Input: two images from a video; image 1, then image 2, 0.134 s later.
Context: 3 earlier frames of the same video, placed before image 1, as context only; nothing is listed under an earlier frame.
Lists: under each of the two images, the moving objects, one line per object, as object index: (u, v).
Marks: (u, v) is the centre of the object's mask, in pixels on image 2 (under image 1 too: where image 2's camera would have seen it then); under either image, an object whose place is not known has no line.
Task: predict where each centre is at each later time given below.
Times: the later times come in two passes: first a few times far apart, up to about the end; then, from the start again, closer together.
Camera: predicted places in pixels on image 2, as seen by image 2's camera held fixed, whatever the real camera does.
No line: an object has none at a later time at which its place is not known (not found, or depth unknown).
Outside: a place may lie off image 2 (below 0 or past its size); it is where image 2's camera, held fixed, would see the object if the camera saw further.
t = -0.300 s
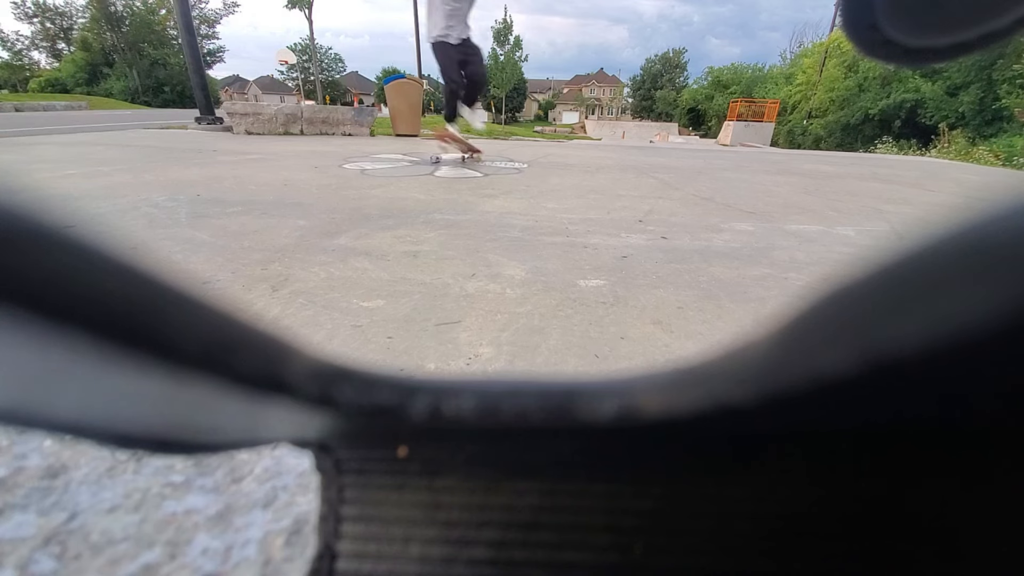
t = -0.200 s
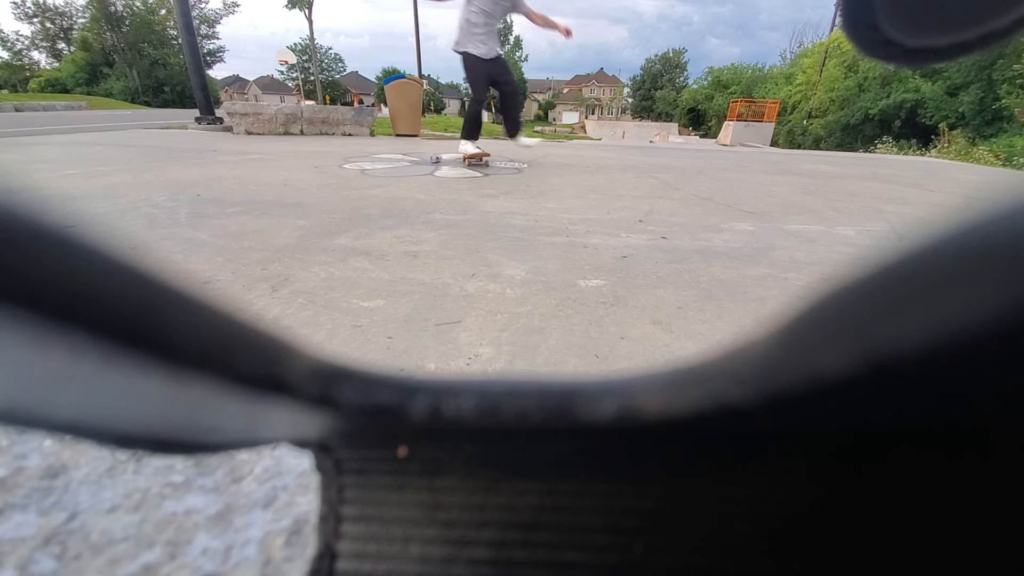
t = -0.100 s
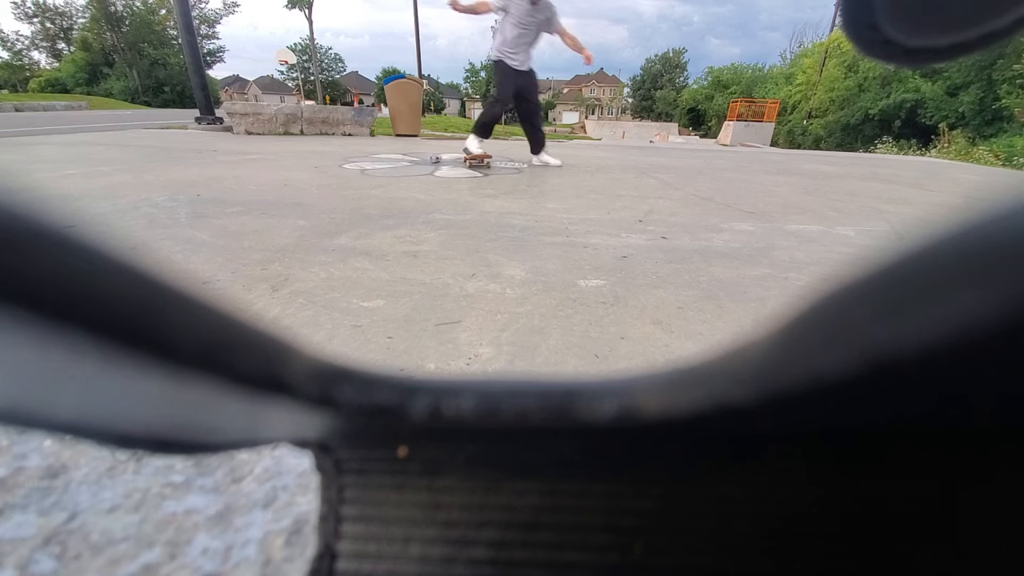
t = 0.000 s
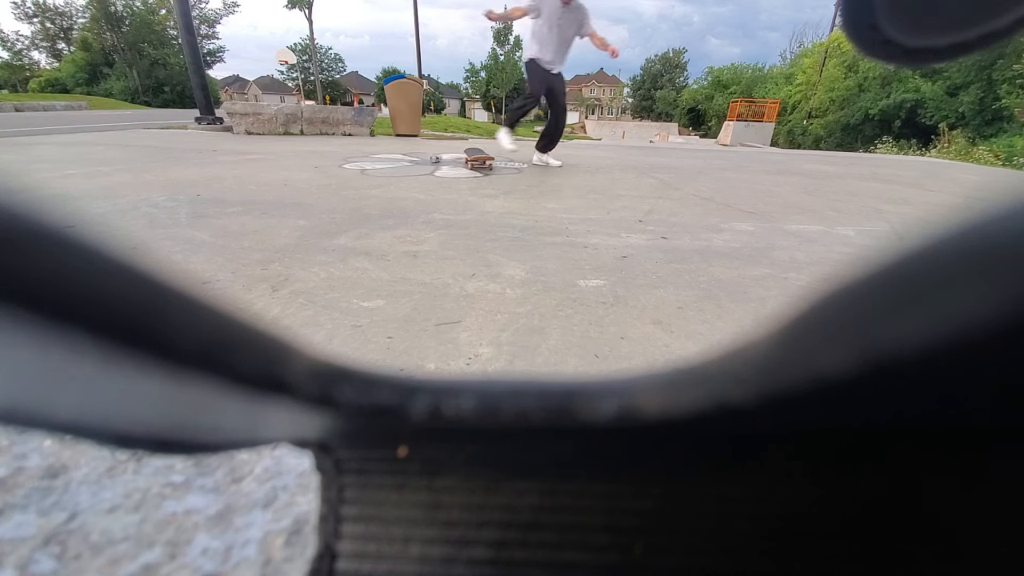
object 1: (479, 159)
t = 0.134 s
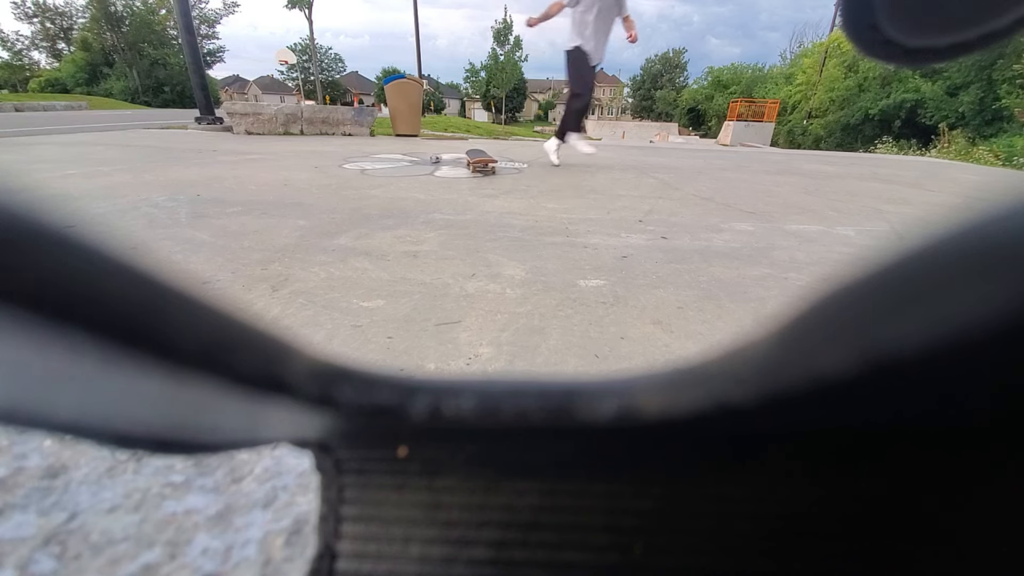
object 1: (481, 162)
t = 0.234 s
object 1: (482, 163)
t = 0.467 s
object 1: (486, 168)
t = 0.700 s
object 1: (491, 174)
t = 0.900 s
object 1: (495, 179)
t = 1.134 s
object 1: (501, 187)
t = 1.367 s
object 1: (508, 197)
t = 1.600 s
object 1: (515, 209)
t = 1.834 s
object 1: (524, 225)
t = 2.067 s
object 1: (537, 247)
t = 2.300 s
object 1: (554, 278)
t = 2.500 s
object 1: (575, 316)
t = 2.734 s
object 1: (581, 326)
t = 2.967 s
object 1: (587, 337)
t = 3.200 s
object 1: (584, 331)
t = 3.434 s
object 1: (582, 326)
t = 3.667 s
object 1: (580, 323)
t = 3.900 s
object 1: (579, 321)
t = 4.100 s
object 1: (578, 319)
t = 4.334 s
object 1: (577, 318)
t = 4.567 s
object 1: (576, 317)
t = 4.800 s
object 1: (576, 316)
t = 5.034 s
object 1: (576, 316)
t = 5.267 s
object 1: (576, 317)
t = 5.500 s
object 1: (576, 317)
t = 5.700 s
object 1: (576, 317)
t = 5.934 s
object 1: (576, 317)
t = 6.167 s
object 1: (576, 317)
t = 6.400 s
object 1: (576, 317)
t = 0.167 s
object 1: (481, 162)
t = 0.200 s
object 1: (482, 163)
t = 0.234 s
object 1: (482, 163)
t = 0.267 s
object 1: (483, 164)
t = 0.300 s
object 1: (484, 164)
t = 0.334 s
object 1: (484, 165)
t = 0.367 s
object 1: (485, 166)
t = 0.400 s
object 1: (485, 166)
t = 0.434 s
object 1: (485, 167)
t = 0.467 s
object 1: (486, 168)
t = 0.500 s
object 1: (487, 169)
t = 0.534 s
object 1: (488, 170)
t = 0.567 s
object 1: (488, 171)
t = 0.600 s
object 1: (489, 171)
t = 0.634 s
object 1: (489, 172)
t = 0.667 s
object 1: (490, 173)
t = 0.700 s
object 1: (491, 174)
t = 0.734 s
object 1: (491, 175)
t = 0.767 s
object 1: (492, 176)
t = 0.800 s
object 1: (493, 176)
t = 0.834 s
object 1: (493, 178)
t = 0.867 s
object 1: (494, 178)
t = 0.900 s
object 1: (495, 179)
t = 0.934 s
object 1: (496, 181)
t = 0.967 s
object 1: (497, 182)
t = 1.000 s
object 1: (497, 183)
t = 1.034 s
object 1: (498, 184)
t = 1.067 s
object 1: (499, 185)
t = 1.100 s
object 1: (500, 186)
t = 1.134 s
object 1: (501, 187)
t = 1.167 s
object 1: (502, 189)
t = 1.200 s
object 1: (503, 190)
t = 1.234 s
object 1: (503, 191)
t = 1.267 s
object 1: (504, 192)
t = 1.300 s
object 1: (505, 194)
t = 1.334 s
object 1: (506, 195)
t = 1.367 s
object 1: (508, 197)
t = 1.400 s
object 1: (509, 198)
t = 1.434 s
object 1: (509, 200)
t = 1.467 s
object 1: (510, 202)
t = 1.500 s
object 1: (512, 203)
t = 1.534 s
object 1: (513, 205)
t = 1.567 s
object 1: (514, 207)
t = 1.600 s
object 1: (515, 209)
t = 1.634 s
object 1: (516, 211)
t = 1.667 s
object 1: (518, 213)
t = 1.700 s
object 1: (519, 216)
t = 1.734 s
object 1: (520, 218)
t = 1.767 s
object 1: (521, 220)
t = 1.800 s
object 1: (523, 223)
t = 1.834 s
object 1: (524, 225)
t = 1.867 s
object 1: (526, 228)
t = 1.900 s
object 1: (527, 231)
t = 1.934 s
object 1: (529, 234)
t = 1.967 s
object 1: (531, 237)
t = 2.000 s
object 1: (533, 240)
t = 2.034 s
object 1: (535, 243)
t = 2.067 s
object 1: (537, 247)
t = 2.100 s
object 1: (539, 250)
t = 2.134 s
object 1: (541, 254)
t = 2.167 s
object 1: (543, 258)
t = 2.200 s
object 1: (546, 262)
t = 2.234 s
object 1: (548, 267)
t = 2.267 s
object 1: (551, 273)
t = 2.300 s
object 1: (554, 278)
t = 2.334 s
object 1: (558, 284)
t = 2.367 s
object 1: (561, 291)
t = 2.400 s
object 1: (566, 299)
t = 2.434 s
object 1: (570, 307)
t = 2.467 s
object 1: (574, 314)
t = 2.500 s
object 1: (575, 316)
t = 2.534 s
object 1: (575, 317)
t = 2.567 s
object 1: (576, 318)
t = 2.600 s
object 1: (578, 320)
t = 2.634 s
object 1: (579, 321)
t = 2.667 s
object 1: (580, 323)
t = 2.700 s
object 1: (581, 325)
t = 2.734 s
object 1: (581, 326)
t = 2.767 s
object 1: (583, 329)
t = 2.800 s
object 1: (584, 332)
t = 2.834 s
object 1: (586, 334)
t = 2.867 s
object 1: (586, 336)
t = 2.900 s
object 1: (588, 337)
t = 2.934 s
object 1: (588, 338)
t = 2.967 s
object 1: (587, 337)
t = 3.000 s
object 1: (587, 336)
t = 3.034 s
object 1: (587, 335)
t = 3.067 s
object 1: (586, 334)
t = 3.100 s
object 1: (585, 333)
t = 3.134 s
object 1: (585, 332)
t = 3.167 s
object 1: (585, 332)
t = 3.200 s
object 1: (584, 331)
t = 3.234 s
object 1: (584, 330)
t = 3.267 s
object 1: (584, 329)
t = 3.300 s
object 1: (583, 329)
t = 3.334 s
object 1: (583, 328)
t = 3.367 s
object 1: (583, 328)
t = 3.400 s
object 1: (582, 327)
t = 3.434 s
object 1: (582, 326)
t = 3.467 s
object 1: (582, 326)
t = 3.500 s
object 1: (581, 325)
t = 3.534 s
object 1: (581, 325)
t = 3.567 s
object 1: (581, 325)
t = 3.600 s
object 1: (581, 324)
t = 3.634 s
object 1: (581, 324)
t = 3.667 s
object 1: (580, 323)
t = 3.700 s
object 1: (580, 323)
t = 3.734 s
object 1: (580, 322)
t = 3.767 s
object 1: (580, 322)
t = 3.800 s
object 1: (579, 322)
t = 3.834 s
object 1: (580, 322)
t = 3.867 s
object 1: (579, 321)
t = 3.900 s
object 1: (579, 321)
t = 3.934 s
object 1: (579, 321)
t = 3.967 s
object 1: (579, 320)
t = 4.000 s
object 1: (578, 320)
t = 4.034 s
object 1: (578, 320)
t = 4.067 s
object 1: (578, 319)
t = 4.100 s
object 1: (578, 319)
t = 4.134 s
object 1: (578, 319)
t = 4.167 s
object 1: (578, 319)
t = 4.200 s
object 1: (577, 319)
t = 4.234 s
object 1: (577, 318)
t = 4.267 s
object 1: (577, 318)
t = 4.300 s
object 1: (577, 318)
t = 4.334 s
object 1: (577, 318)
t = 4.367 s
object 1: (577, 318)
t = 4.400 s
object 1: (577, 317)
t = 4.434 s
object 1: (577, 317)
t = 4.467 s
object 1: (577, 317)
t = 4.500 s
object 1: (577, 317)
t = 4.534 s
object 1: (576, 317)
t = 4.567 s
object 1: (576, 317)
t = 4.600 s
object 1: (576, 317)
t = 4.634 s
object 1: (576, 317)
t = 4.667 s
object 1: (576, 317)
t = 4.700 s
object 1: (576, 317)
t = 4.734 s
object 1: (576, 317)
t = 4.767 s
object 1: (576, 317)
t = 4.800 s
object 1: (576, 316)
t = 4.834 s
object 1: (576, 316)
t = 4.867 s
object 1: (576, 316)
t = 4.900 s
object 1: (576, 316)
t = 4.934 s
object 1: (576, 316)
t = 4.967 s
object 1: (576, 316)
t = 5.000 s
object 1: (576, 316)
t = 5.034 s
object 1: (576, 316)
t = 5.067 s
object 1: (576, 316)
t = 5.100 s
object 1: (576, 316)
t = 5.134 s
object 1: (576, 317)
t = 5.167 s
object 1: (576, 317)
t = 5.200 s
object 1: (576, 317)
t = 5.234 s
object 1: (576, 317)
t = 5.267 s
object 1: (576, 317)
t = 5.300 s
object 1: (576, 317)
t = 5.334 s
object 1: (576, 317)
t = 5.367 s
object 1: (576, 317)
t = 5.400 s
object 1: (576, 317)
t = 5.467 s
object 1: (576, 317)
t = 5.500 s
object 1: (576, 317)
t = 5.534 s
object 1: (576, 317)
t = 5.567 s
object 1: (576, 317)
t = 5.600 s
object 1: (576, 317)
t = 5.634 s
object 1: (576, 317)
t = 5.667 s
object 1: (576, 317)
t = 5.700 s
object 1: (576, 317)
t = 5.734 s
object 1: (576, 316)
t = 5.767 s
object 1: (576, 317)
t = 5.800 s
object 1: (576, 317)
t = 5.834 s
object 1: (576, 317)
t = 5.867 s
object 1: (576, 317)
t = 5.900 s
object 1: (576, 317)
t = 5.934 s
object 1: (576, 317)
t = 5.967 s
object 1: (576, 317)
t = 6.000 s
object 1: (576, 317)
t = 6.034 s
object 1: (576, 317)
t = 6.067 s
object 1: (576, 317)
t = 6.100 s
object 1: (576, 317)
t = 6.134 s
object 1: (576, 317)
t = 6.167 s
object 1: (576, 317)
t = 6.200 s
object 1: (576, 317)
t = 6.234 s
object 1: (576, 317)
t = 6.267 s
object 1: (576, 317)
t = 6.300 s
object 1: (576, 317)
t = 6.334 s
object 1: (576, 316)
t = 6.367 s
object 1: (576, 316)
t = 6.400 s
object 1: (576, 317)
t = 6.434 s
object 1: (576, 317)
